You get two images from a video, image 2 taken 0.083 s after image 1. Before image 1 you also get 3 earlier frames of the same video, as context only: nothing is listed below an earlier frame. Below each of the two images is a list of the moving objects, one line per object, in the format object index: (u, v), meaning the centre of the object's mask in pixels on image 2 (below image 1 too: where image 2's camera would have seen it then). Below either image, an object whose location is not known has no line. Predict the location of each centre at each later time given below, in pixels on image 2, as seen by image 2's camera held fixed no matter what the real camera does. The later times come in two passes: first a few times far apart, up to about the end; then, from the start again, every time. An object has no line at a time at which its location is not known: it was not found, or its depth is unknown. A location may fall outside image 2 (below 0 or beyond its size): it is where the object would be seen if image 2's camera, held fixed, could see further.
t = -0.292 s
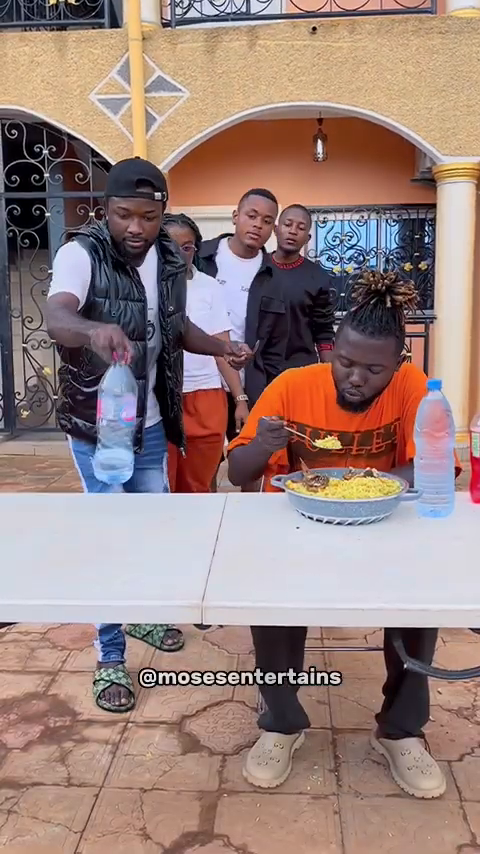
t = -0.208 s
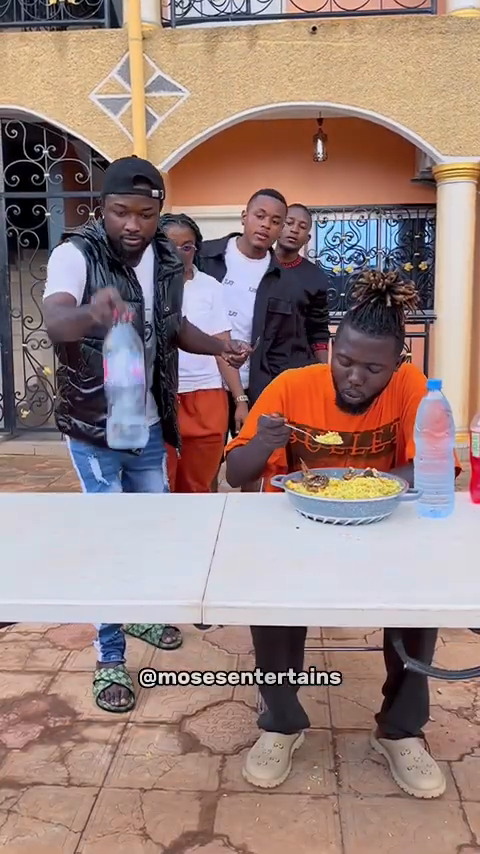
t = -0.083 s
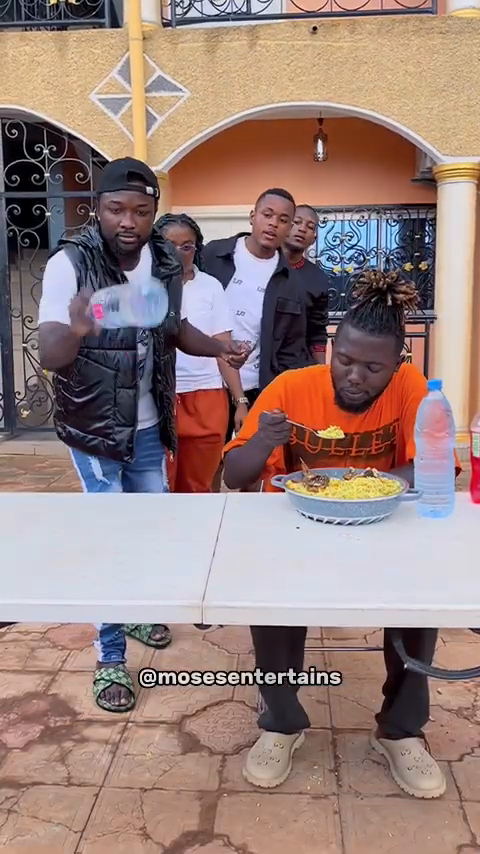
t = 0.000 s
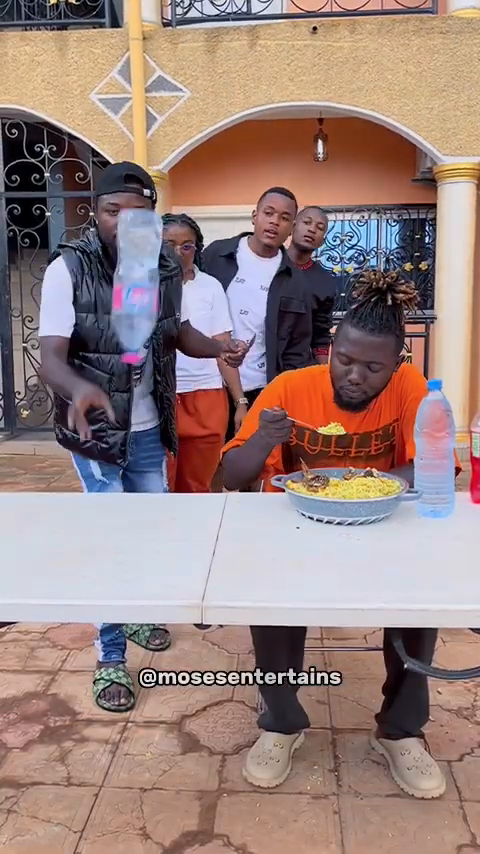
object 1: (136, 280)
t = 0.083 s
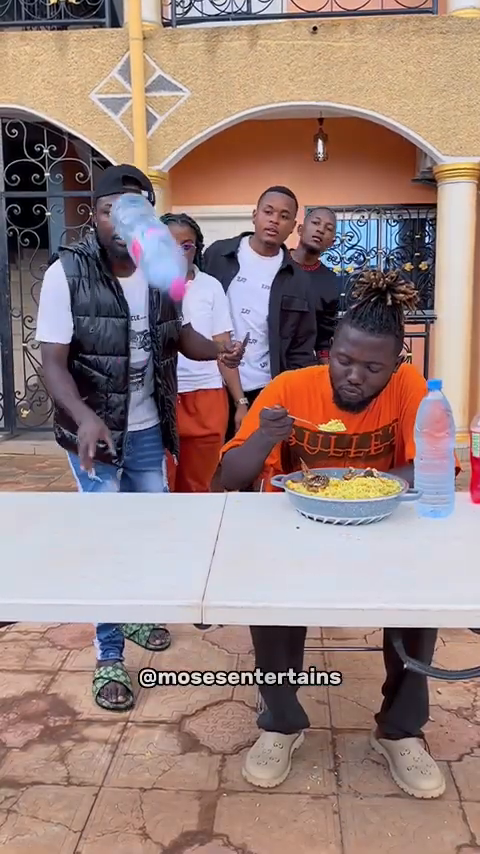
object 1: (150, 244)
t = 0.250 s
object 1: (152, 298)
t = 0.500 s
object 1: (169, 480)
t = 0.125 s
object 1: (152, 237)
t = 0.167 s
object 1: (152, 247)
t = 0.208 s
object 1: (152, 272)
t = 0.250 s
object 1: (152, 298)
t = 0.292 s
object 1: (153, 346)
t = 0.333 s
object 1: (154, 405)
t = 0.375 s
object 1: (157, 468)
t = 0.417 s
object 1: (159, 469)
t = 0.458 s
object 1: (163, 474)
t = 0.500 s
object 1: (169, 480)
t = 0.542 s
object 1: (173, 494)
